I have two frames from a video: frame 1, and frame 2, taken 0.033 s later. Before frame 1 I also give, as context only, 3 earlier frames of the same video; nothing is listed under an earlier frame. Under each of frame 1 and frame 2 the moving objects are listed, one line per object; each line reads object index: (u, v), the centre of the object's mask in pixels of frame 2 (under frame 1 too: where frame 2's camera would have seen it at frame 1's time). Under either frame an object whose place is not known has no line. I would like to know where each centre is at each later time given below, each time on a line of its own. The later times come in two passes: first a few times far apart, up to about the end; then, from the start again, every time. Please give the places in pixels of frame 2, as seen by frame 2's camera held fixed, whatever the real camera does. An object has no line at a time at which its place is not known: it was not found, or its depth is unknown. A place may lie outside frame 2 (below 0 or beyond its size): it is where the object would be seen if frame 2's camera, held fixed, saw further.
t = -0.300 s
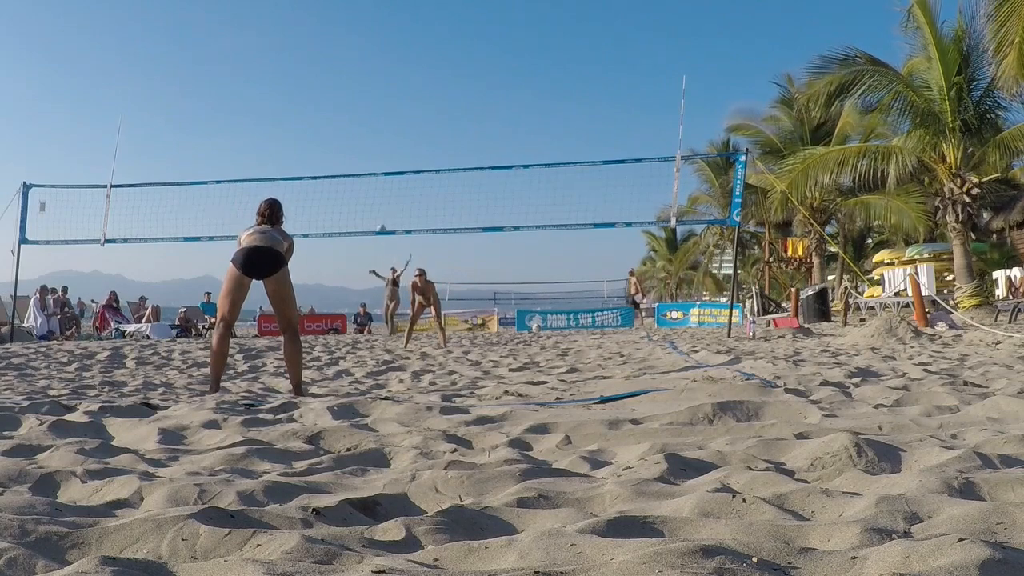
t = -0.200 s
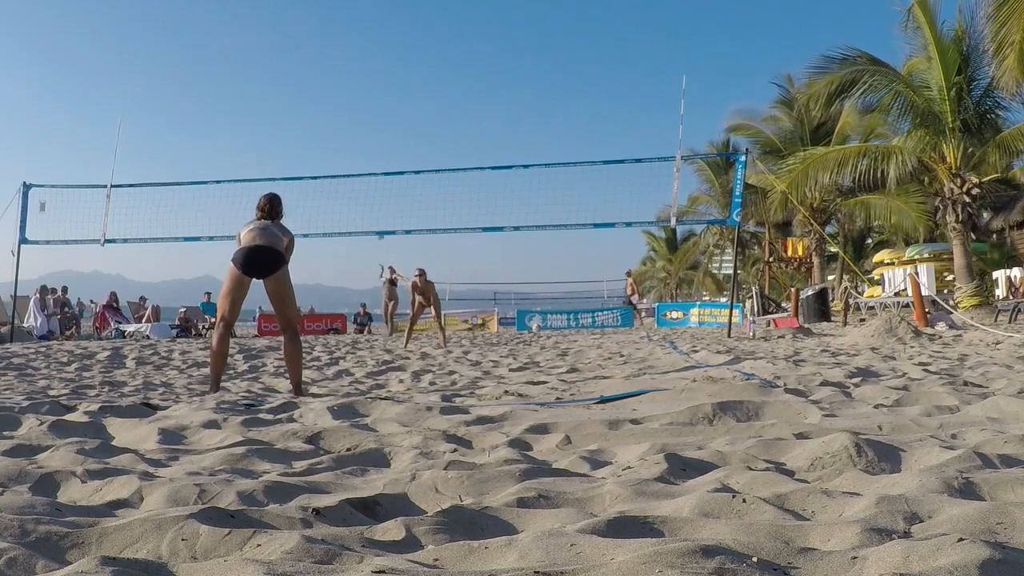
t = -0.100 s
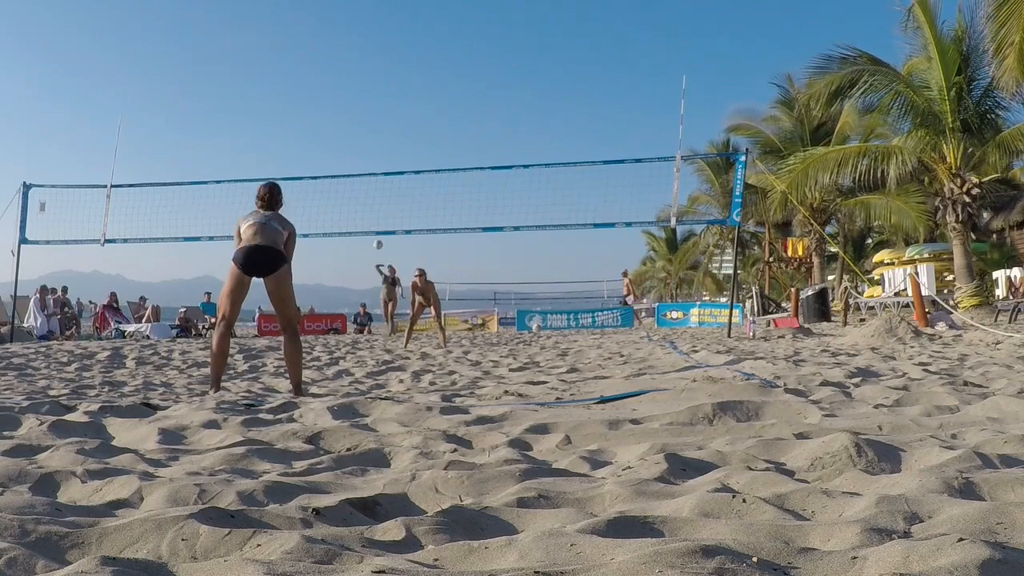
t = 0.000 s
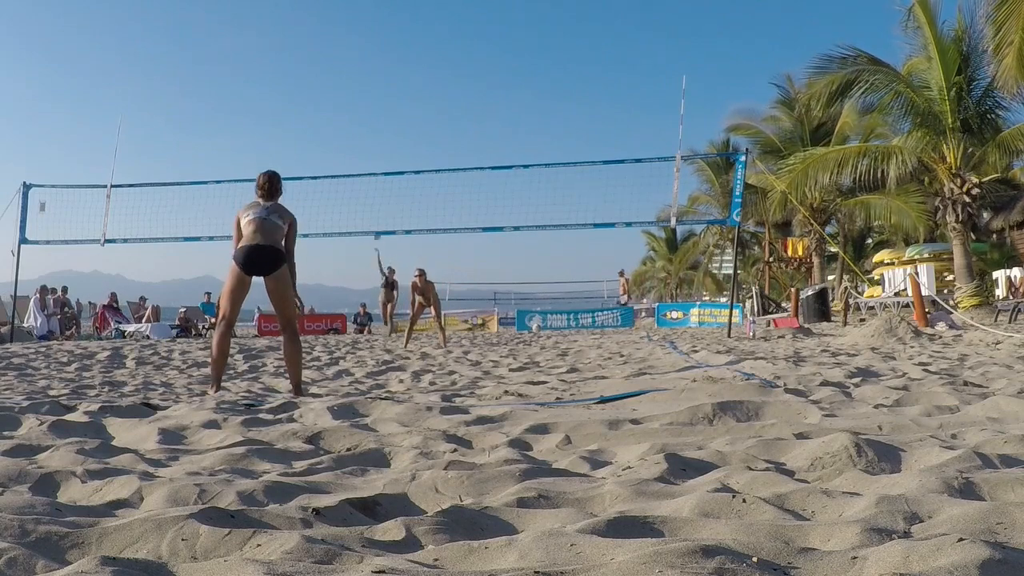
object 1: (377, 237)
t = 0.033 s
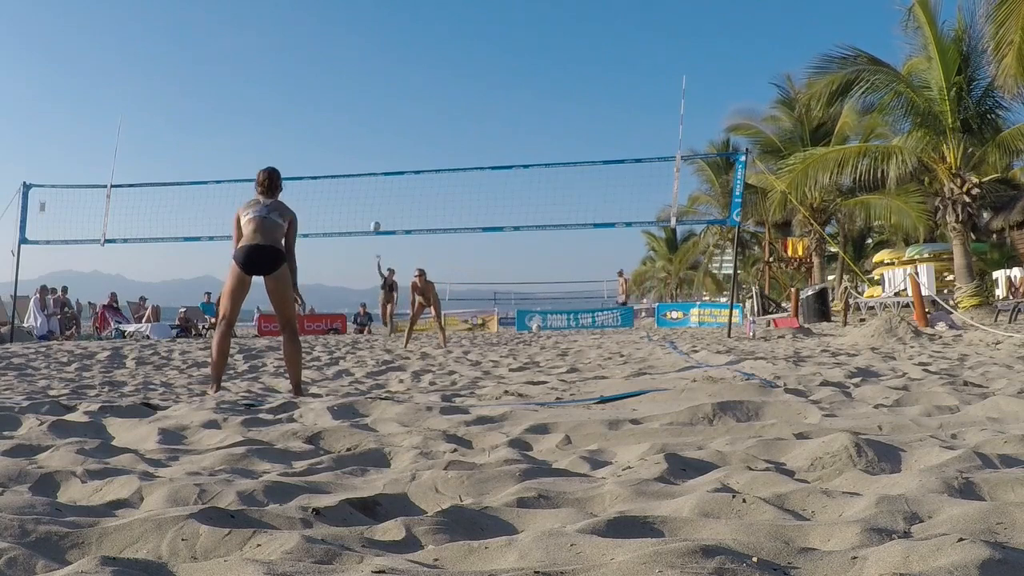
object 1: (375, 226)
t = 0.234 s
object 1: (367, 181)
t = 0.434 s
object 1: (352, 146)
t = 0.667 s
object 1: (318, 133)
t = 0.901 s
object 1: (255, 176)
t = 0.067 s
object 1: (374, 218)
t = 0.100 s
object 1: (373, 210)
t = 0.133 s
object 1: (372, 202)
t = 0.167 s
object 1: (370, 194)
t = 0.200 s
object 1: (369, 186)
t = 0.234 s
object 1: (367, 181)
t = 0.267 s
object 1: (365, 172)
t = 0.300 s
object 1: (363, 166)
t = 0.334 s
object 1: (360, 160)
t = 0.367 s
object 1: (357, 155)
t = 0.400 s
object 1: (355, 150)
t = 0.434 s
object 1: (352, 146)
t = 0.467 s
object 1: (348, 142)
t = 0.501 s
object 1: (344, 139)
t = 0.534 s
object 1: (340, 136)
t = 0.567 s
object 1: (335, 134)
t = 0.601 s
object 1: (330, 133)
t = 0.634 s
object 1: (324, 132)
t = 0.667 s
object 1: (318, 133)
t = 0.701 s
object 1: (311, 134)
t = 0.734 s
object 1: (304, 137)
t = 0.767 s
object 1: (295, 141)
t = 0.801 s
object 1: (286, 147)
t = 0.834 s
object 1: (277, 155)
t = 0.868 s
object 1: (266, 164)
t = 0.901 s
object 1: (255, 176)
